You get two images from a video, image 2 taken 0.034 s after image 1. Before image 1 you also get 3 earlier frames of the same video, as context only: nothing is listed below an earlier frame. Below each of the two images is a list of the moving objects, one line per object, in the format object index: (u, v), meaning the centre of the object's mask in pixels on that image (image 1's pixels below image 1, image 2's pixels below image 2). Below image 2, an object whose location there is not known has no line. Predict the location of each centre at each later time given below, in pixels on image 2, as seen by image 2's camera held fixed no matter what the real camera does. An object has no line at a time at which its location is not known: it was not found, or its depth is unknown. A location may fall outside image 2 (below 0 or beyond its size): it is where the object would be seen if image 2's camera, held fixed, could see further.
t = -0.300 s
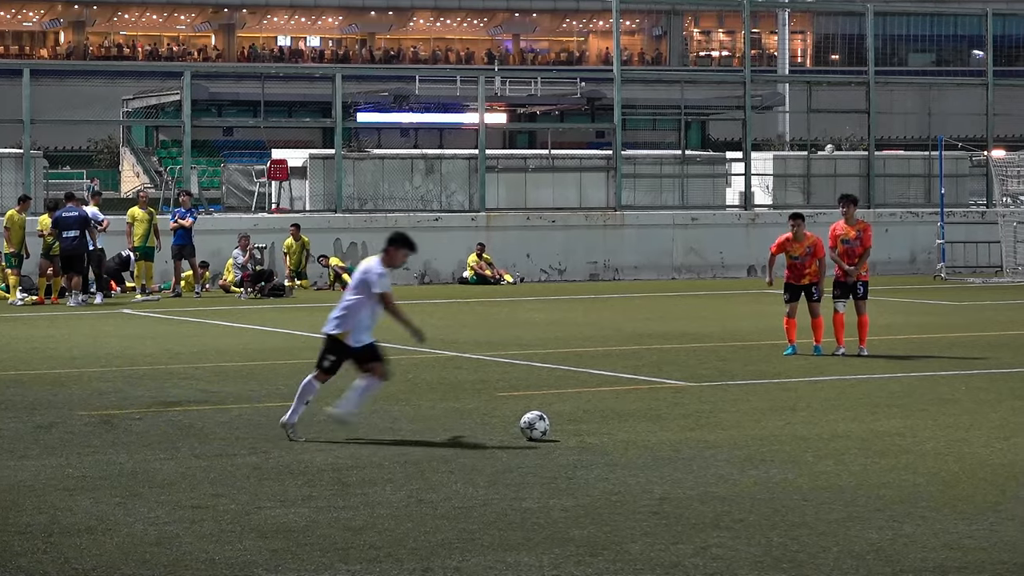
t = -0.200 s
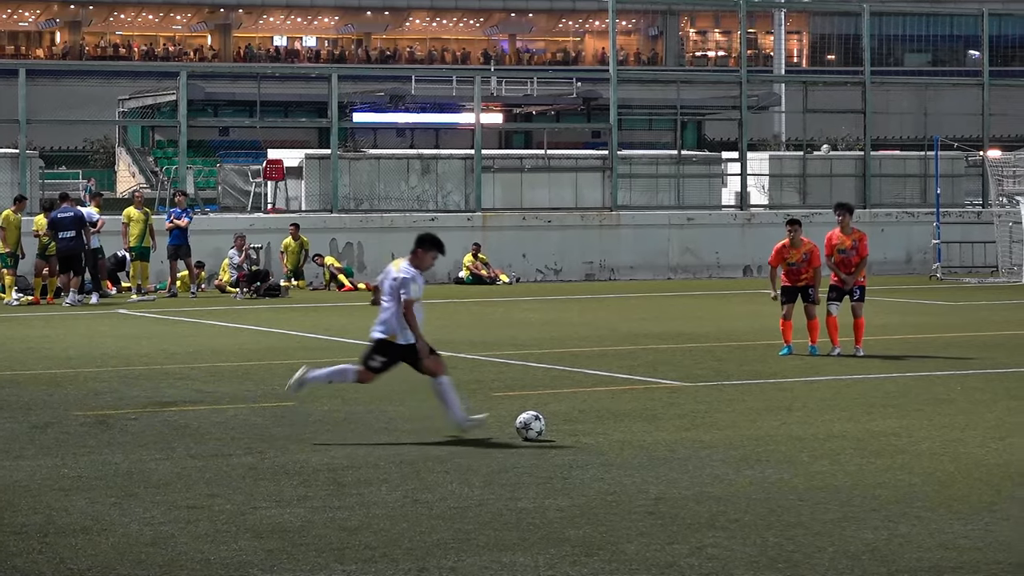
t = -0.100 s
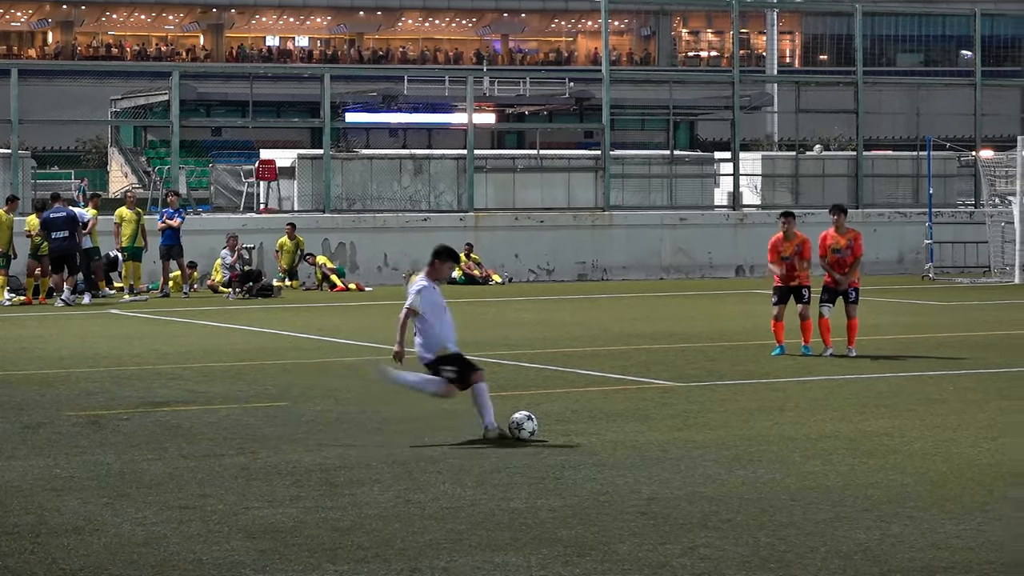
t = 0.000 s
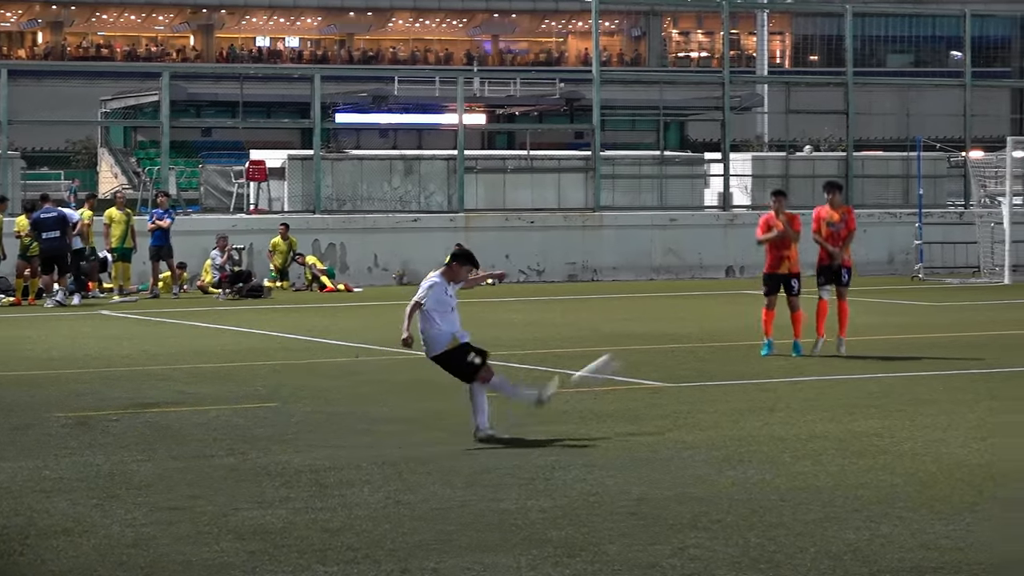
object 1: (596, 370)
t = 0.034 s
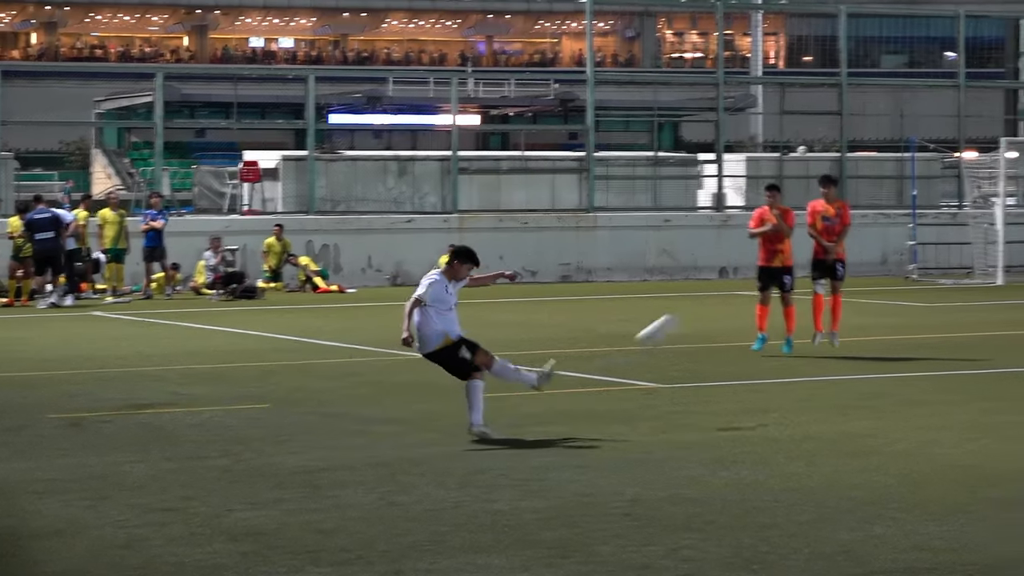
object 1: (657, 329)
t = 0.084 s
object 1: (743, 274)
